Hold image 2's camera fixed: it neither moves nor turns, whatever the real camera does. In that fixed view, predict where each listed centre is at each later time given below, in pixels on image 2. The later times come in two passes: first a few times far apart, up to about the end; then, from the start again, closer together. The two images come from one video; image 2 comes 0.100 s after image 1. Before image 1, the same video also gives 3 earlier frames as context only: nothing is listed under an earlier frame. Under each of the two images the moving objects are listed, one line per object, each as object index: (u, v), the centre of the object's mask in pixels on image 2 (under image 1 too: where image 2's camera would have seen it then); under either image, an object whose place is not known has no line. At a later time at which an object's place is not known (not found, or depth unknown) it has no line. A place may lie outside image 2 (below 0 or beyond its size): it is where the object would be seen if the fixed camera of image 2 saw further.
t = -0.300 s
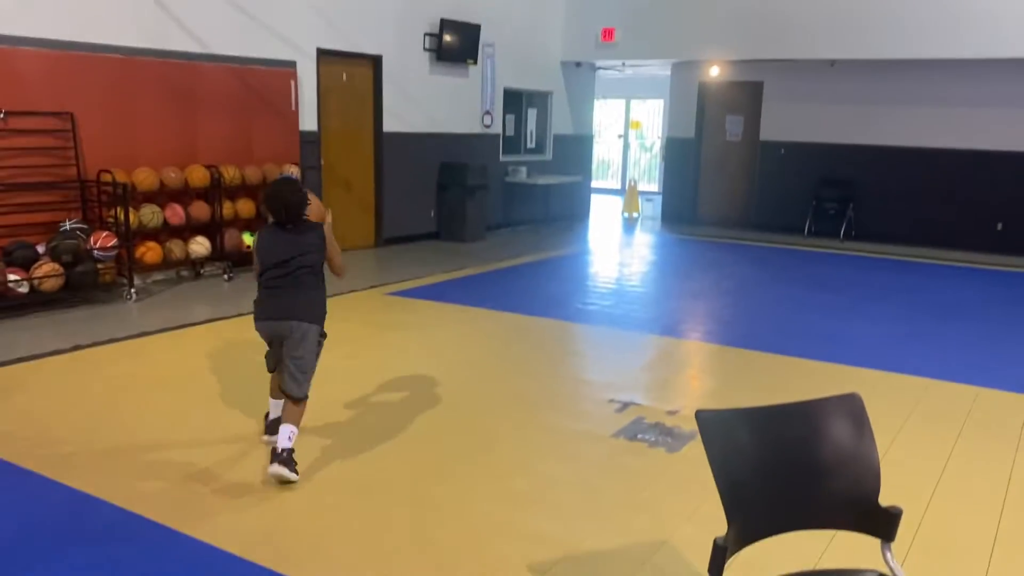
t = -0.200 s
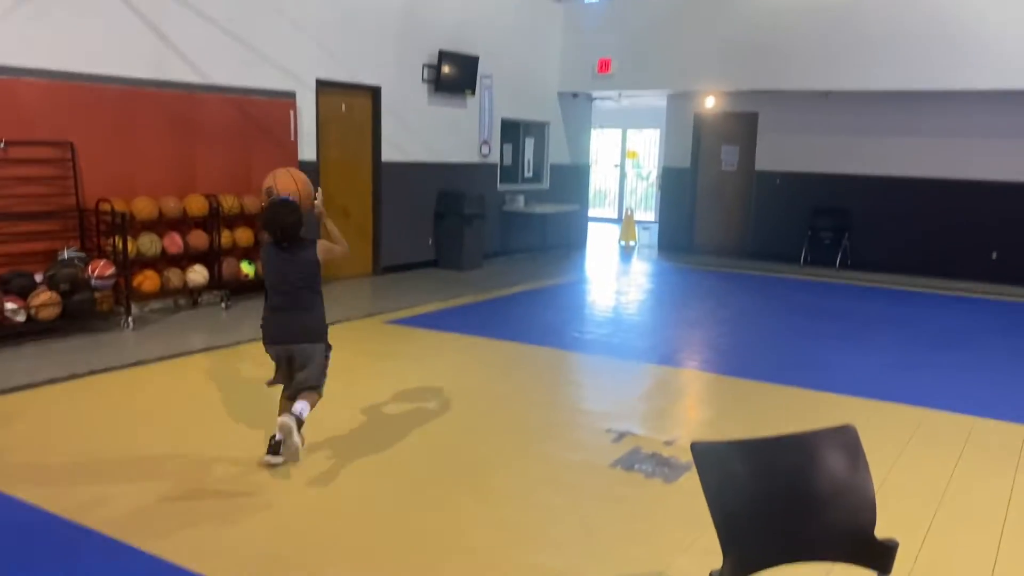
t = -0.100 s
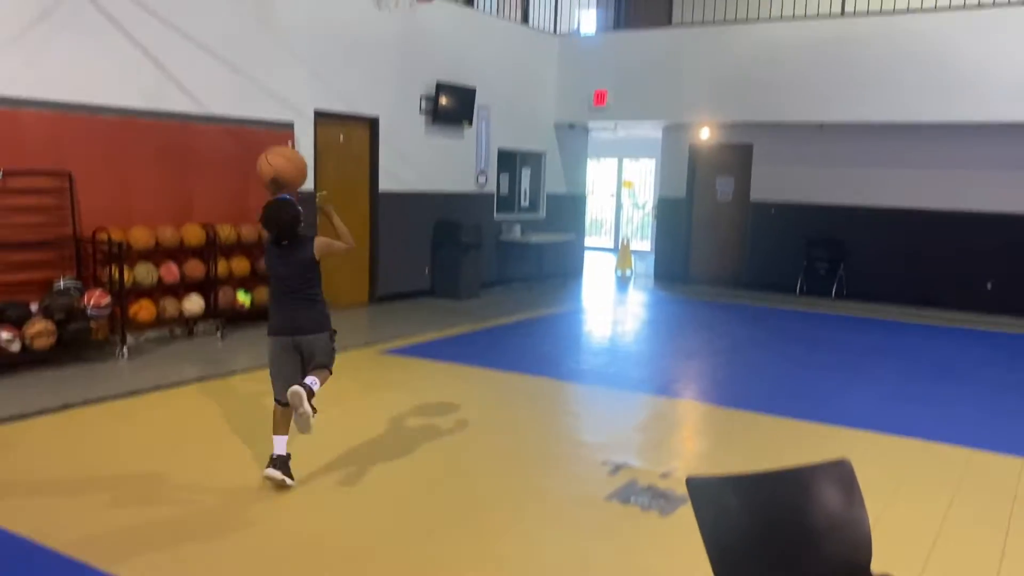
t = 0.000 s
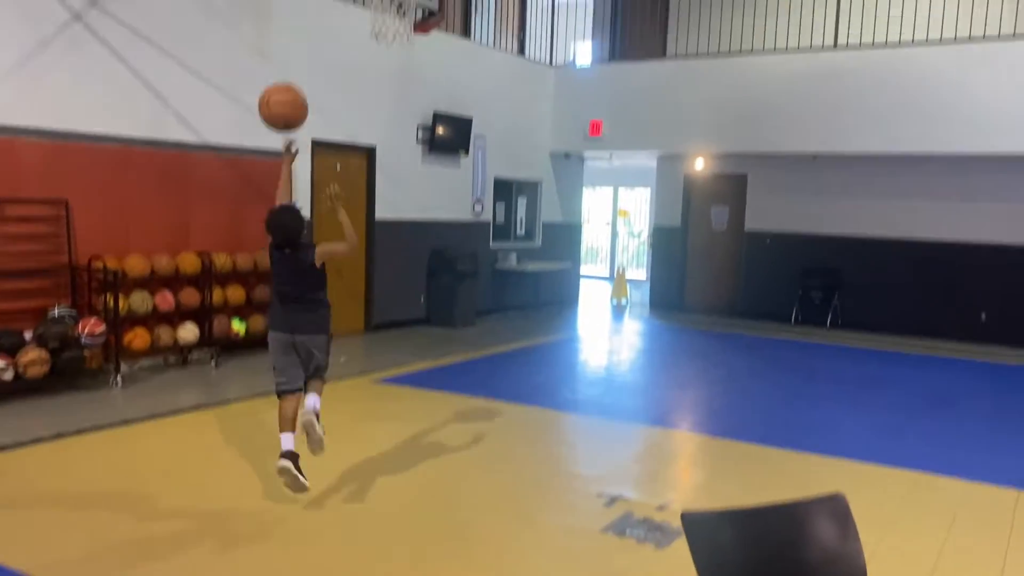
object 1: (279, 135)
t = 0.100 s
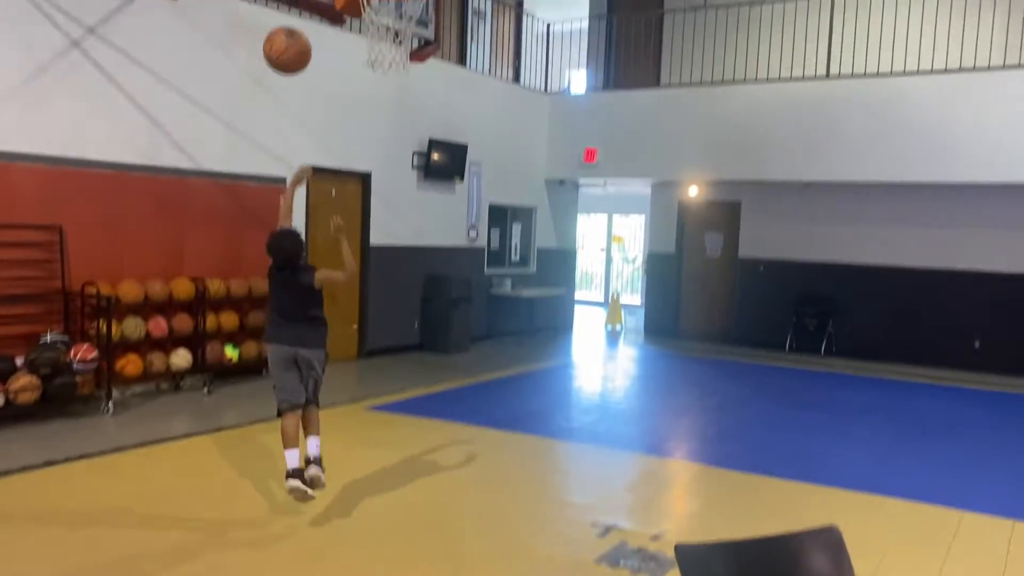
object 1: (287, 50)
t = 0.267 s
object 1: (300, -31)
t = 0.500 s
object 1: (314, -67)
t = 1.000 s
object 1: (313, 27)
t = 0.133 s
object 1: (290, 27)
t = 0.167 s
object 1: (292, 8)
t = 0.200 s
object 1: (295, -7)
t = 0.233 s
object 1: (298, -21)
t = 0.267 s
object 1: (300, -31)
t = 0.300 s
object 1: (302, -41)
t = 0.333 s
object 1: (305, -49)
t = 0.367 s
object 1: (307, -56)
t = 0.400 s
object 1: (309, -61)
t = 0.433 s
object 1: (311, -65)
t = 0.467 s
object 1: (312, -67)
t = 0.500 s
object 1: (314, -67)
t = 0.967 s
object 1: (313, 15)
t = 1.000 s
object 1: (313, 27)
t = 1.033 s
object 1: (314, 42)
